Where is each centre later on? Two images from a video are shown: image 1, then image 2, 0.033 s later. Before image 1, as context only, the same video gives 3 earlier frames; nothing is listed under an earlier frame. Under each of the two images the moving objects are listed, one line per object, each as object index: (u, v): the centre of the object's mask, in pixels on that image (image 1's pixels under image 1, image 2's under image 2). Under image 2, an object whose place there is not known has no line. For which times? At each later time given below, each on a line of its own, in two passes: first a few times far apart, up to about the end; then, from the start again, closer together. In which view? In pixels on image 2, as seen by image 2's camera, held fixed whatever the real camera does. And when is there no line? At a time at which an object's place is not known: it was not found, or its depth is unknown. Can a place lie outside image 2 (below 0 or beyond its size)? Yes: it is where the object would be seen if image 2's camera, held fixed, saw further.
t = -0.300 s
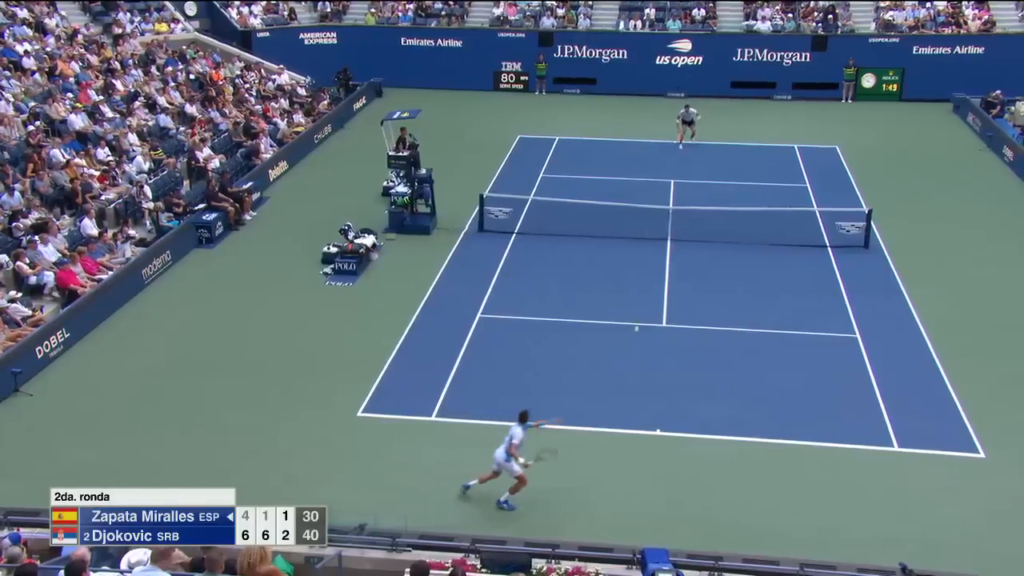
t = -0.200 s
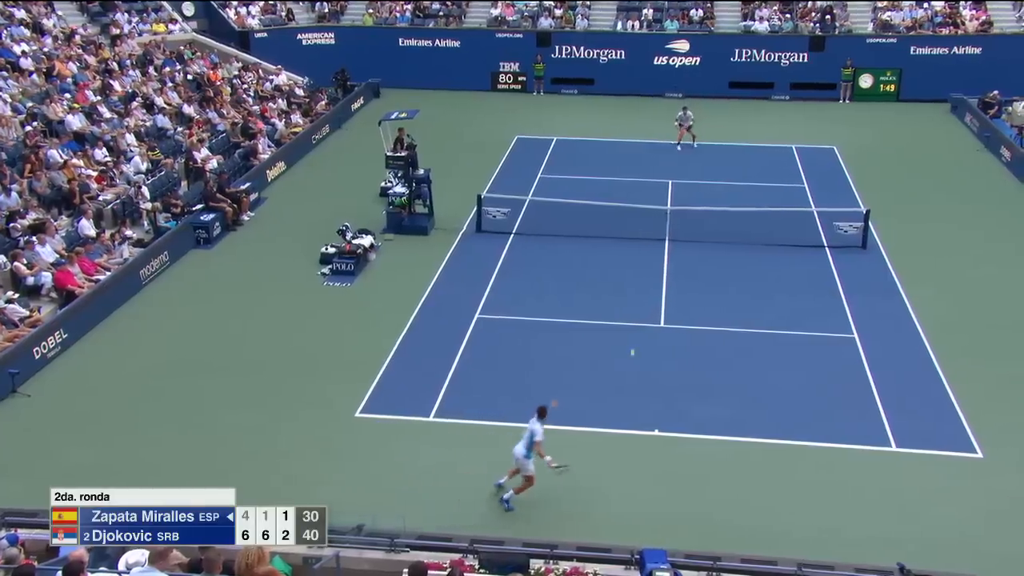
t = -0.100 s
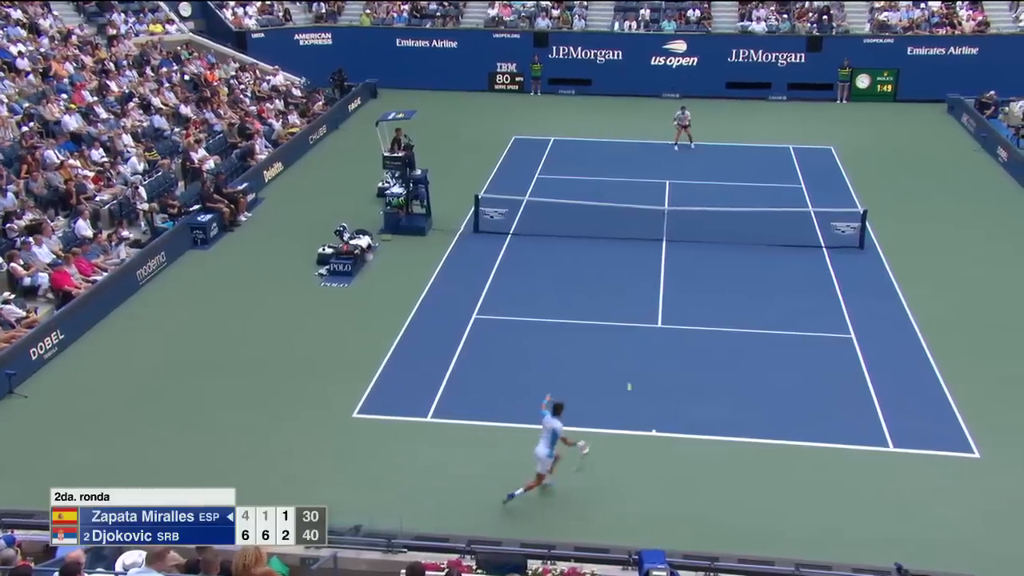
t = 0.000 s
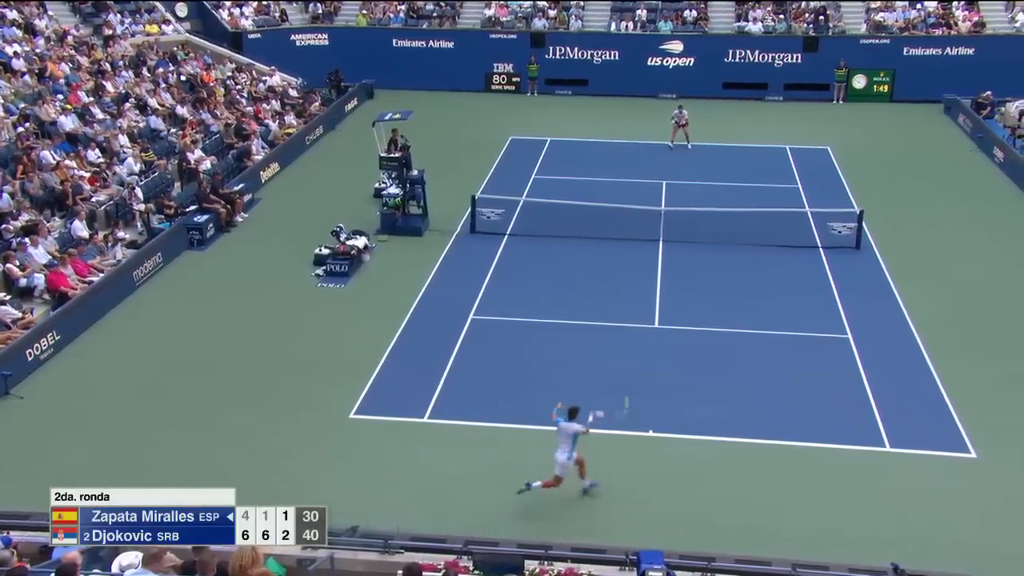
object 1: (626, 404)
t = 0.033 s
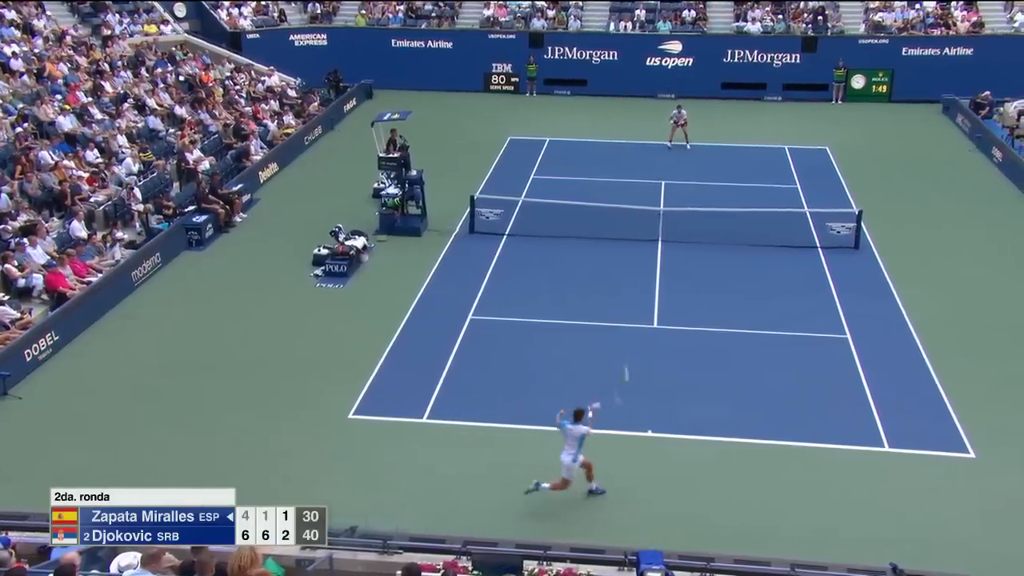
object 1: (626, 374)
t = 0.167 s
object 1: (628, 284)
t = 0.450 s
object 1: (628, 192)
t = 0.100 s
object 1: (627, 323)
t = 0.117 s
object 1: (627, 312)
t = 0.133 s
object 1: (627, 301)
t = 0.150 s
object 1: (627, 292)
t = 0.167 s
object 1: (628, 284)
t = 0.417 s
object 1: (629, 198)
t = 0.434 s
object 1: (629, 196)
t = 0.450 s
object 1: (628, 192)
